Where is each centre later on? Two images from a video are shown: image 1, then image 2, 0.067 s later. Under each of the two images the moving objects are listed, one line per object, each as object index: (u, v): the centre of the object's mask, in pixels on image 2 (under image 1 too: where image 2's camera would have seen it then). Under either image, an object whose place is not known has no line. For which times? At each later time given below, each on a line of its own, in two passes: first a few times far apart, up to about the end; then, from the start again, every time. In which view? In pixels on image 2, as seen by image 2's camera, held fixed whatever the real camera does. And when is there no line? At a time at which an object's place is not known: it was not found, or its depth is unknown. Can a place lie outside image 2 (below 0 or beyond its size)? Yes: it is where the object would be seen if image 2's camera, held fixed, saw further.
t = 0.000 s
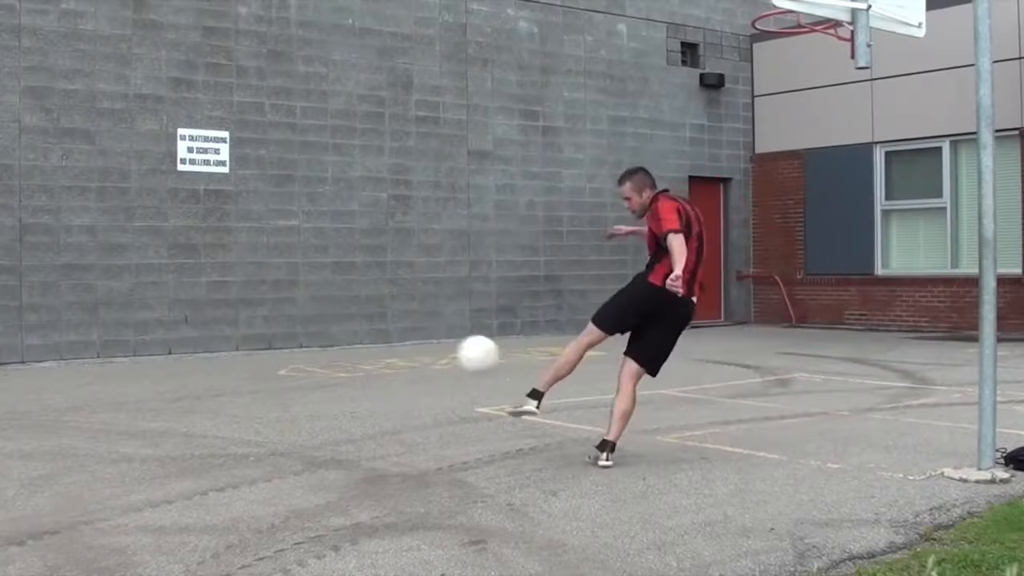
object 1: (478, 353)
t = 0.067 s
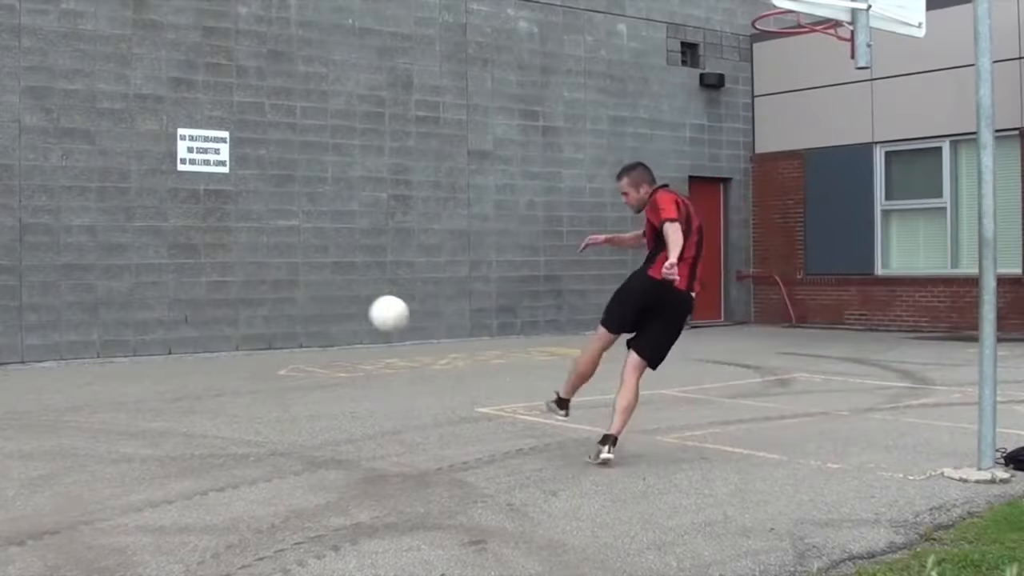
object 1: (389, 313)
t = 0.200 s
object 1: (250, 264)
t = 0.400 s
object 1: (105, 243)
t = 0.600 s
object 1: (7, 263)
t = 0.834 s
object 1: (69, 353)
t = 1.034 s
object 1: (128, 330)
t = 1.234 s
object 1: (195, 310)
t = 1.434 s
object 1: (276, 348)
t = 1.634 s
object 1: (376, 410)
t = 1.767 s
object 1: (456, 376)
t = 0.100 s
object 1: (350, 298)
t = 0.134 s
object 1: (314, 284)
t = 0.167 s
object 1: (281, 272)
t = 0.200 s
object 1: (250, 264)
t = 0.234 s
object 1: (222, 257)
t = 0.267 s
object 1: (195, 251)
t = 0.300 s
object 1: (170, 248)
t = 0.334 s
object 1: (147, 245)
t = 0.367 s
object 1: (126, 244)
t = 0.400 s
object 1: (105, 243)
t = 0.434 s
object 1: (86, 245)
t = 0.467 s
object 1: (67, 247)
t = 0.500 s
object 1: (50, 249)
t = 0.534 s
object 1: (33, 253)
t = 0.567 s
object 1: (18, 258)
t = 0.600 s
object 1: (7, 263)
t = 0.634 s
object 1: (11, 271)
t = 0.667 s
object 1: (20, 280)
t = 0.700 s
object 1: (30, 291)
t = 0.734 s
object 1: (39, 303)
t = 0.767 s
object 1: (49, 318)
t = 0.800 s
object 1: (59, 335)
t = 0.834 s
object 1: (69, 353)
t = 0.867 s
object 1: (81, 374)
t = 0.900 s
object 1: (90, 369)
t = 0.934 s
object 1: (99, 358)
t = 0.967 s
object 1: (109, 348)
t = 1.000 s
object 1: (118, 339)
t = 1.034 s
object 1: (128, 330)
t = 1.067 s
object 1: (138, 324)
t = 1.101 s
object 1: (149, 319)
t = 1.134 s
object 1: (159, 314)
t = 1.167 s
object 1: (171, 311)
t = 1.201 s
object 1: (183, 310)
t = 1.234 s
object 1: (195, 310)
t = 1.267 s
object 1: (207, 311)
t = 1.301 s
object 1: (220, 315)
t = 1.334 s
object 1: (233, 321)
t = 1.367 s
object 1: (247, 328)
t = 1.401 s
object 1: (261, 336)
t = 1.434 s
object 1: (276, 348)
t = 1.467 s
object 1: (291, 361)
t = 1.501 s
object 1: (307, 376)
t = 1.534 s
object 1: (324, 394)
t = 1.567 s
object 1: (341, 416)
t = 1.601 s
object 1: (358, 423)
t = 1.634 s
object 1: (376, 410)
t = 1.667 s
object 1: (395, 399)
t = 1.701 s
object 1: (415, 390)
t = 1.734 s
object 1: (435, 382)
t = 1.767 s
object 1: (456, 376)
